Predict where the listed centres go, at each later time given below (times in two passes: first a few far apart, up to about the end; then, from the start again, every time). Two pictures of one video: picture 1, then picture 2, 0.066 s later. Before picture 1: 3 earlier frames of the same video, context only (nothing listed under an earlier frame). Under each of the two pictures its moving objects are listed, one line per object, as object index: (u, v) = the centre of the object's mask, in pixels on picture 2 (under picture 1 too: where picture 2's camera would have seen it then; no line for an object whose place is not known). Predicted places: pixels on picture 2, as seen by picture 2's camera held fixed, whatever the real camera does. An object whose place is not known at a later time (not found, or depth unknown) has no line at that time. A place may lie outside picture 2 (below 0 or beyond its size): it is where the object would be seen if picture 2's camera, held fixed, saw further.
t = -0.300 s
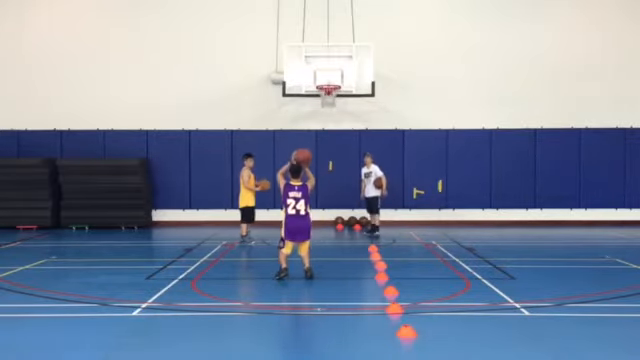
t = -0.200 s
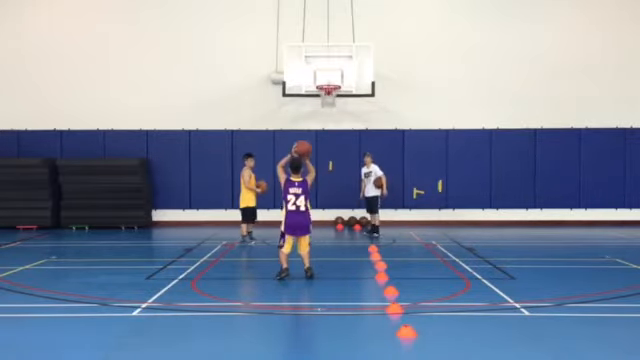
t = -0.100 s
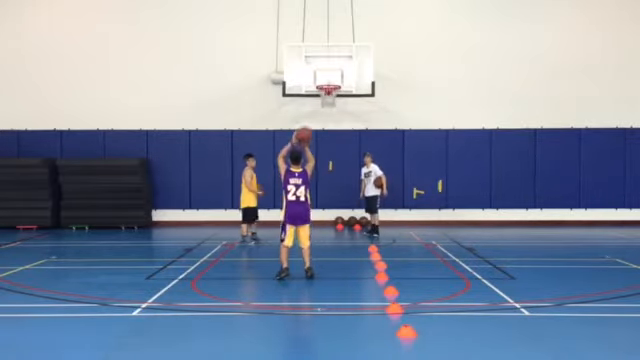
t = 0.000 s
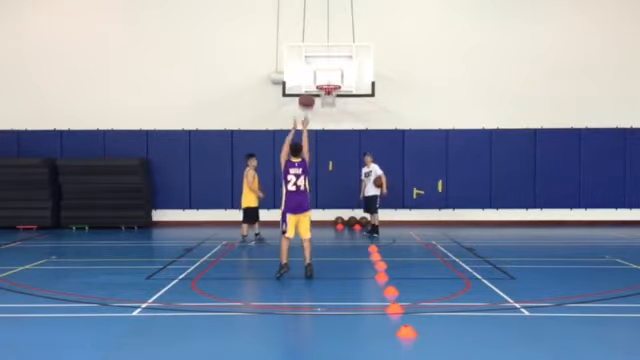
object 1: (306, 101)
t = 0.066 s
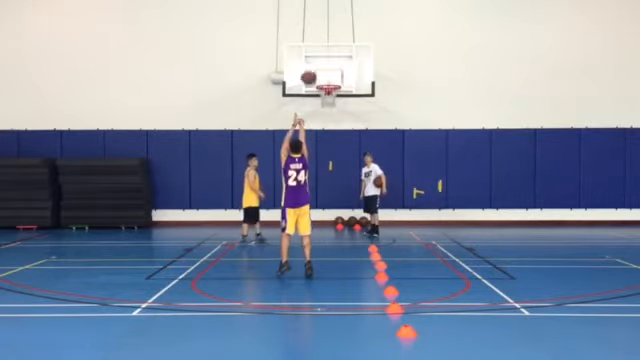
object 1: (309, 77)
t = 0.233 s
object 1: (312, 35)
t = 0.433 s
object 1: (317, 13)
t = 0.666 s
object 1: (322, 18)
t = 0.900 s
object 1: (326, 51)
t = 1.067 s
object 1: (329, 83)
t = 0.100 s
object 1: (309, 67)
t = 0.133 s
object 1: (310, 58)
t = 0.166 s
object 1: (311, 49)
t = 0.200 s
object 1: (312, 42)
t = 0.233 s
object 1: (312, 35)
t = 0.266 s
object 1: (313, 29)
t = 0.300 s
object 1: (314, 25)
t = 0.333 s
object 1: (314, 21)
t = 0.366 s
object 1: (315, 17)
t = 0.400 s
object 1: (316, 15)
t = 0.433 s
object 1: (317, 13)
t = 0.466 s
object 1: (318, 12)
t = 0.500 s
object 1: (319, 11)
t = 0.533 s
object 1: (319, 11)
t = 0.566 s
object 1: (320, 12)
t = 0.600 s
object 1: (321, 14)
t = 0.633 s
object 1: (321, 16)
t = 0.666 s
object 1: (322, 18)
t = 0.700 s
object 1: (322, 21)
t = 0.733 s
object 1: (323, 25)
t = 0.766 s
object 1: (324, 29)
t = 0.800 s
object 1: (324, 34)
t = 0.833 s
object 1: (325, 39)
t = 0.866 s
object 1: (325, 44)
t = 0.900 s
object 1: (326, 51)
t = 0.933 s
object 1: (326, 57)
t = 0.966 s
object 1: (327, 65)
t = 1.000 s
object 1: (327, 72)
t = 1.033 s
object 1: (328, 80)
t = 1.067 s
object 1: (329, 83)
